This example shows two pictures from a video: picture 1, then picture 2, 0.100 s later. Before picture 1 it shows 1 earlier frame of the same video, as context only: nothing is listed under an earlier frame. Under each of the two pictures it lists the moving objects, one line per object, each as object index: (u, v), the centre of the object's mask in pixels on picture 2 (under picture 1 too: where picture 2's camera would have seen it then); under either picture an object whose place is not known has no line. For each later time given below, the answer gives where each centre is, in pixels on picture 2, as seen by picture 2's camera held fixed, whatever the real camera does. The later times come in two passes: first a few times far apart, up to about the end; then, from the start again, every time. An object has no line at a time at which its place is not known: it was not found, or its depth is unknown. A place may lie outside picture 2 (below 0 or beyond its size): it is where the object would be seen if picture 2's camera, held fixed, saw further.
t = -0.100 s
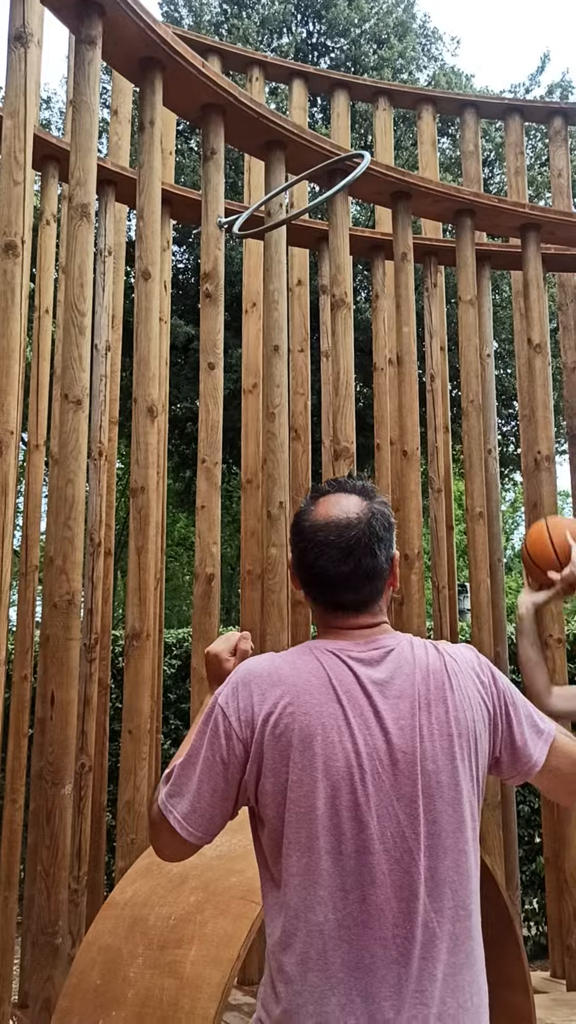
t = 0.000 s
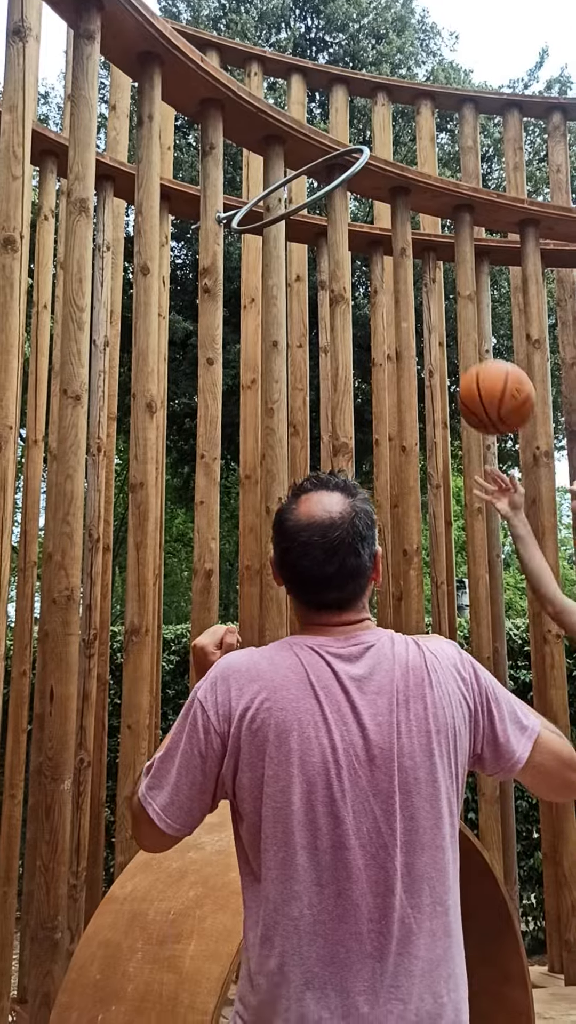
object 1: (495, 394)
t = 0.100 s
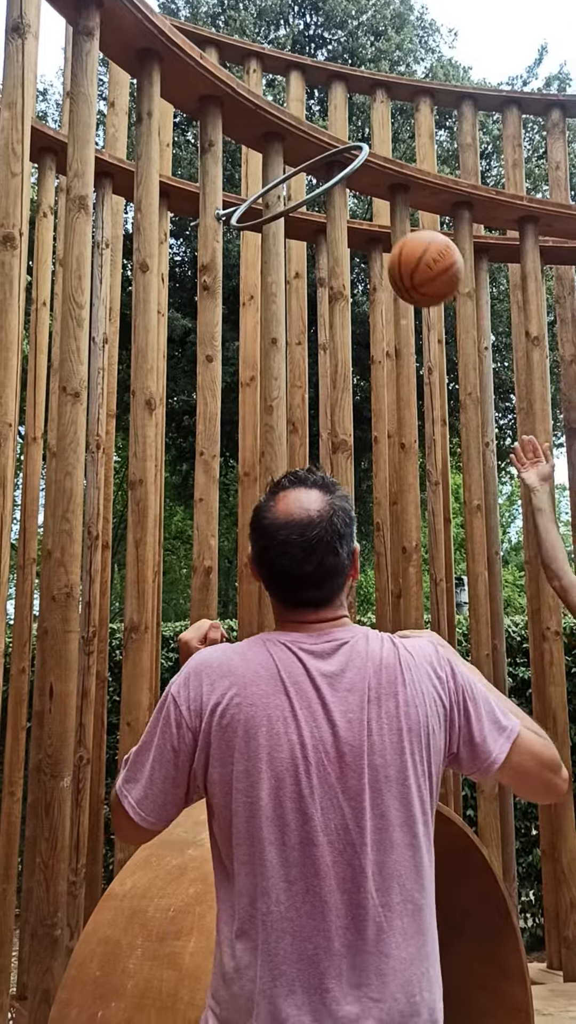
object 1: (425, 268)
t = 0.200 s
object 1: (366, 184)
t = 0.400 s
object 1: (283, 190)
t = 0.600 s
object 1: (334, 240)
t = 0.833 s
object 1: (439, 344)
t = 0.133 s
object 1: (403, 234)
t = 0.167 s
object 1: (380, 202)
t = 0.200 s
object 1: (366, 184)
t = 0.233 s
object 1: (349, 174)
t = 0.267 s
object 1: (333, 169)
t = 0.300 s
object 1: (320, 169)
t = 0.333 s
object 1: (309, 173)
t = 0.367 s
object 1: (296, 180)
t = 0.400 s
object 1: (283, 190)
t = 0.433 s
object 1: (282, 201)
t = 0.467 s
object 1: (287, 214)
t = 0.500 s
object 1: (293, 227)
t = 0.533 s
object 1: (303, 228)
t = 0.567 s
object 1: (319, 236)
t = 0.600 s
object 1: (334, 240)
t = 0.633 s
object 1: (354, 250)
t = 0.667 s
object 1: (364, 254)
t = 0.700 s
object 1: (378, 265)
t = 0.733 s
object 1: (393, 280)
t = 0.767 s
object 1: (408, 298)
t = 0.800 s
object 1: (423, 319)
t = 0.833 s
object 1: (439, 344)
